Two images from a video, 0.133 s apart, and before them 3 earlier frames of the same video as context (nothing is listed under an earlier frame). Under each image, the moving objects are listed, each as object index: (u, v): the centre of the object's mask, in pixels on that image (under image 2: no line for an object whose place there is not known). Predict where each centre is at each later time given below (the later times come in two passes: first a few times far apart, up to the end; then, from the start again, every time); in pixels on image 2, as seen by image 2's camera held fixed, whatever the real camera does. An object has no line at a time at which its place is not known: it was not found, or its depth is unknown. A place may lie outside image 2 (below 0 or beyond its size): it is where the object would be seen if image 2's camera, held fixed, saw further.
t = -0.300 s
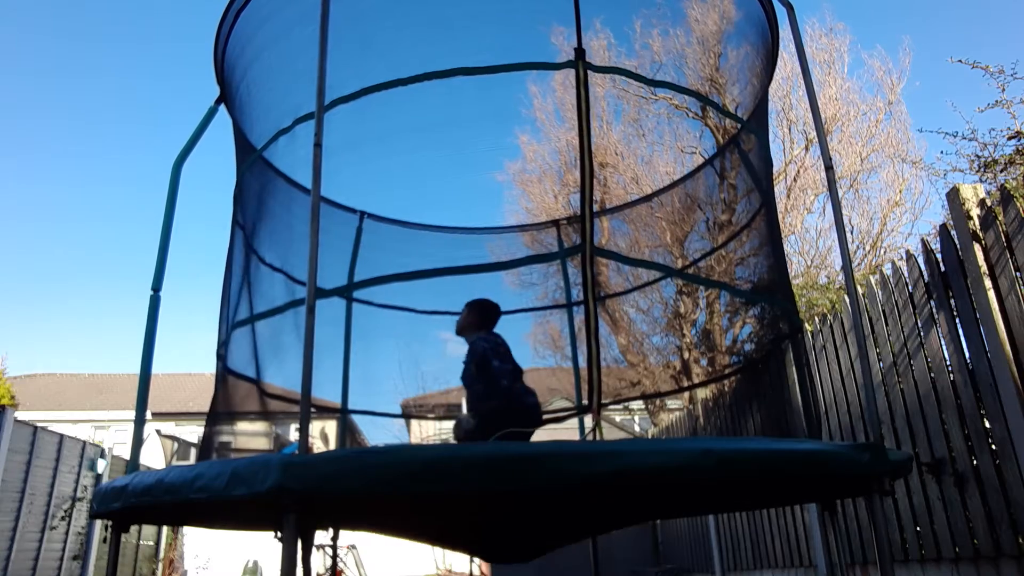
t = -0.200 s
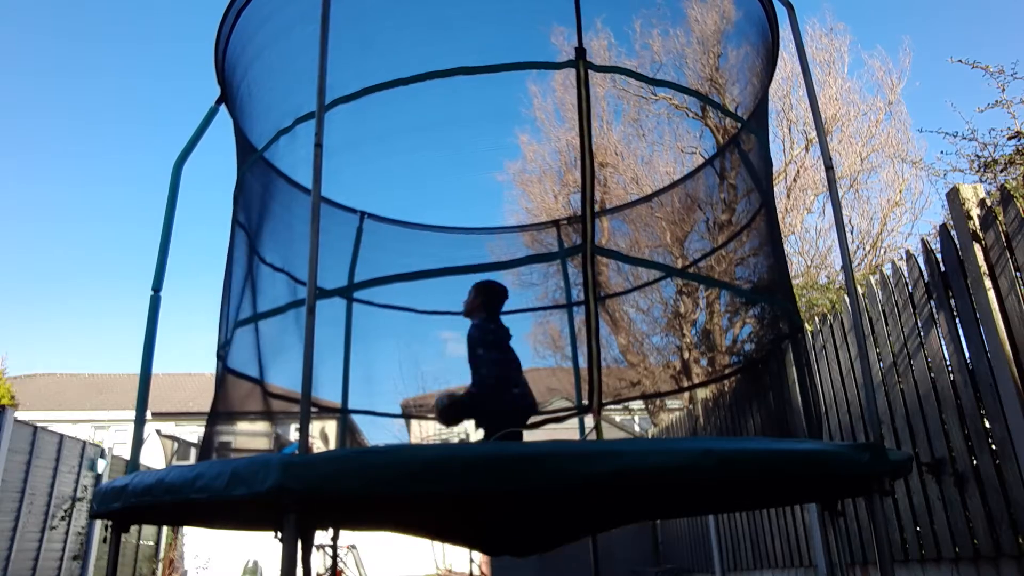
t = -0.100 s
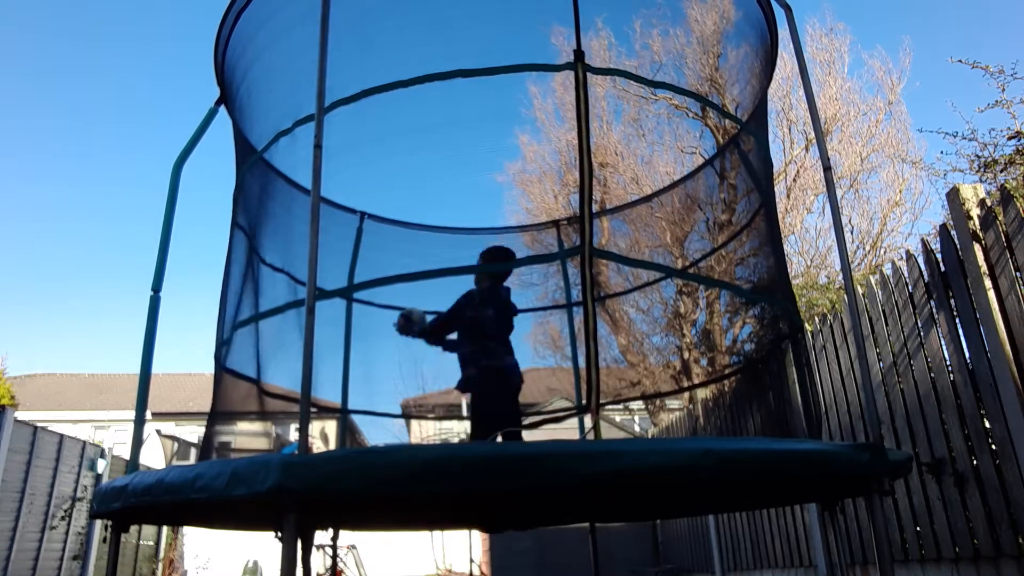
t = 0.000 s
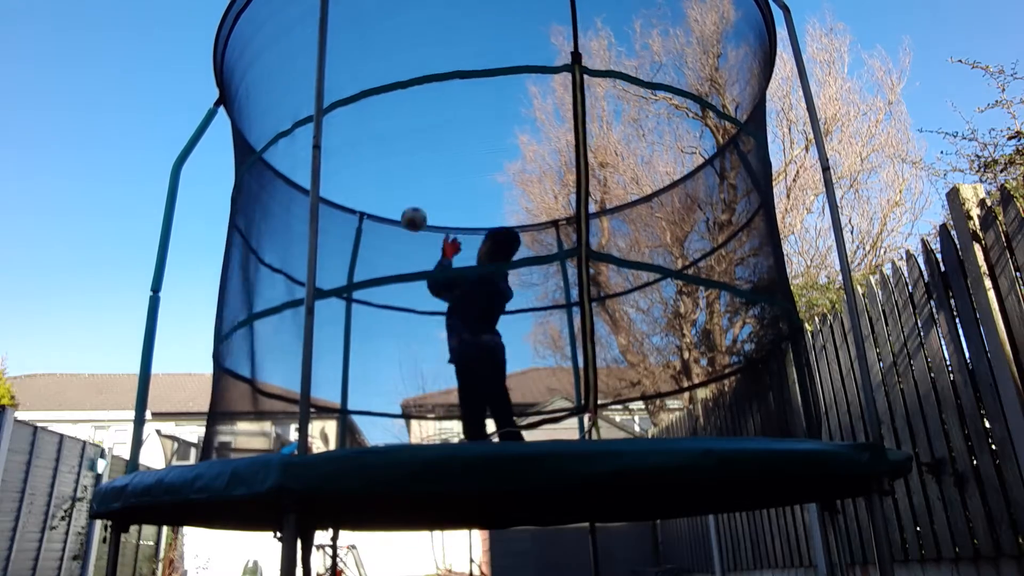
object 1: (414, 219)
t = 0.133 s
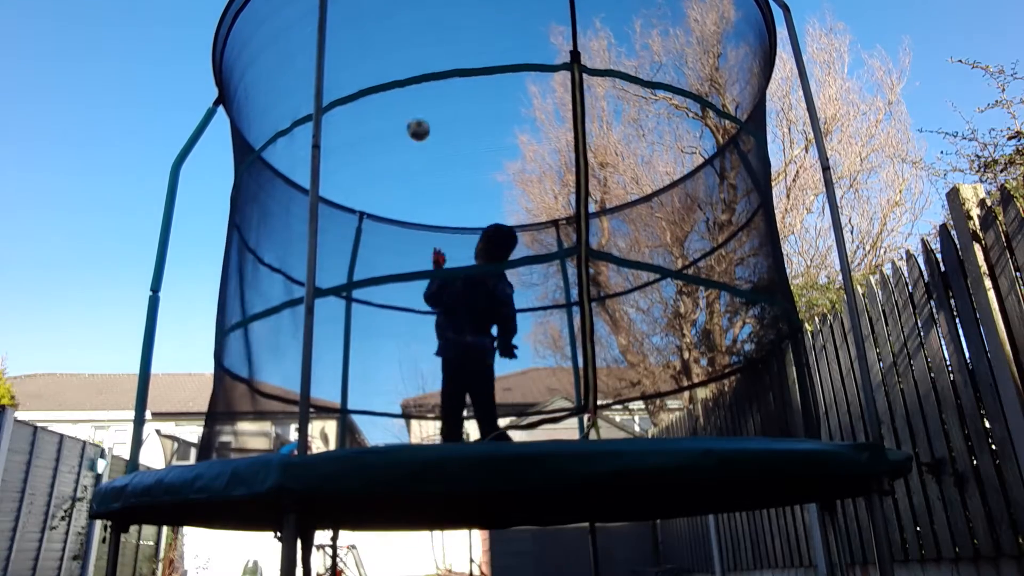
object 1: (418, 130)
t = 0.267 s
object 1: (421, 78)
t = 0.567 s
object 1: (426, 57)
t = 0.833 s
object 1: (429, 115)
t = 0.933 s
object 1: (430, 152)
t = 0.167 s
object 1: (419, 114)
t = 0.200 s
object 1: (420, 100)
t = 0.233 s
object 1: (421, 90)
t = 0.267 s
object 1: (421, 78)
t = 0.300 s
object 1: (421, 68)
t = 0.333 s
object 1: (423, 64)
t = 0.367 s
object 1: (423, 59)
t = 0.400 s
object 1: (424, 55)
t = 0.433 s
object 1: (424, 53)
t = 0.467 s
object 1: (425, 53)
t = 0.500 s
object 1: (426, 53)
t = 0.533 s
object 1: (426, 54)
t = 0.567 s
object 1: (426, 57)
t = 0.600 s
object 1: (427, 61)
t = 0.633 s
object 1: (427, 65)
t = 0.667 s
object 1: (427, 69)
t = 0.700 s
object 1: (428, 78)
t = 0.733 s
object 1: (429, 87)
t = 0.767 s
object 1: (429, 95)
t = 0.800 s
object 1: (429, 105)
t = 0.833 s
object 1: (429, 115)
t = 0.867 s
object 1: (430, 127)
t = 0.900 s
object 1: (430, 139)
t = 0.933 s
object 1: (430, 152)
